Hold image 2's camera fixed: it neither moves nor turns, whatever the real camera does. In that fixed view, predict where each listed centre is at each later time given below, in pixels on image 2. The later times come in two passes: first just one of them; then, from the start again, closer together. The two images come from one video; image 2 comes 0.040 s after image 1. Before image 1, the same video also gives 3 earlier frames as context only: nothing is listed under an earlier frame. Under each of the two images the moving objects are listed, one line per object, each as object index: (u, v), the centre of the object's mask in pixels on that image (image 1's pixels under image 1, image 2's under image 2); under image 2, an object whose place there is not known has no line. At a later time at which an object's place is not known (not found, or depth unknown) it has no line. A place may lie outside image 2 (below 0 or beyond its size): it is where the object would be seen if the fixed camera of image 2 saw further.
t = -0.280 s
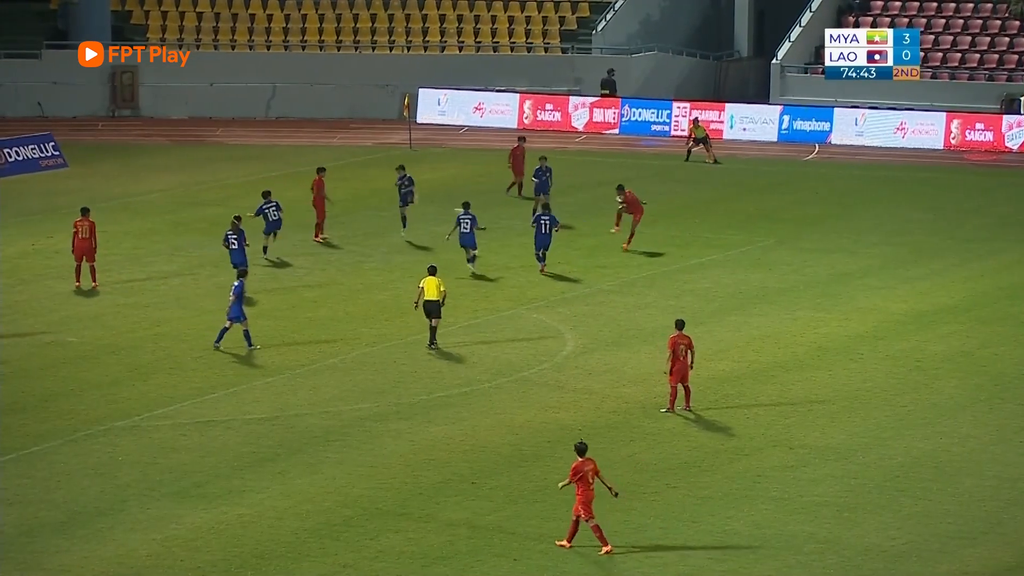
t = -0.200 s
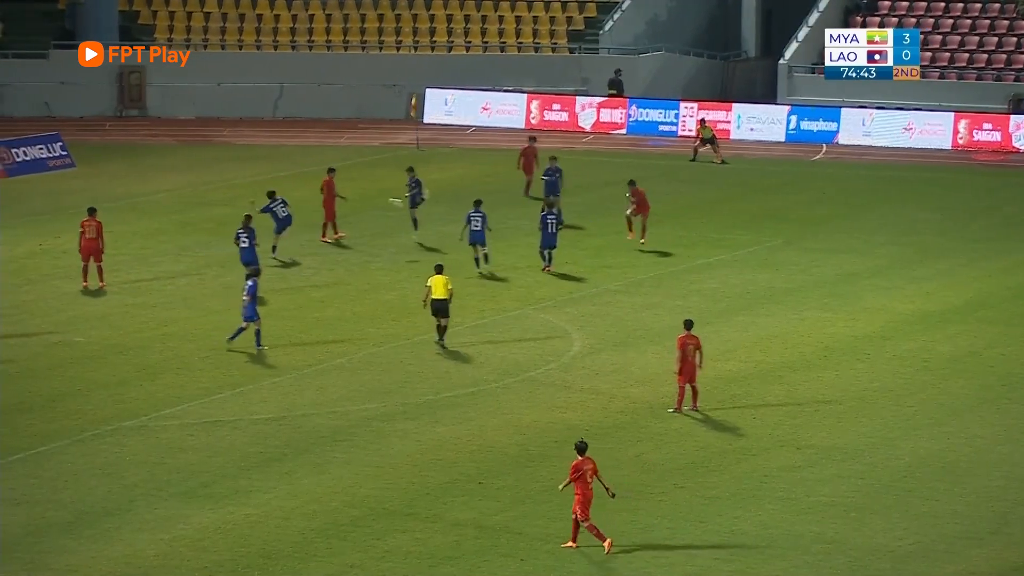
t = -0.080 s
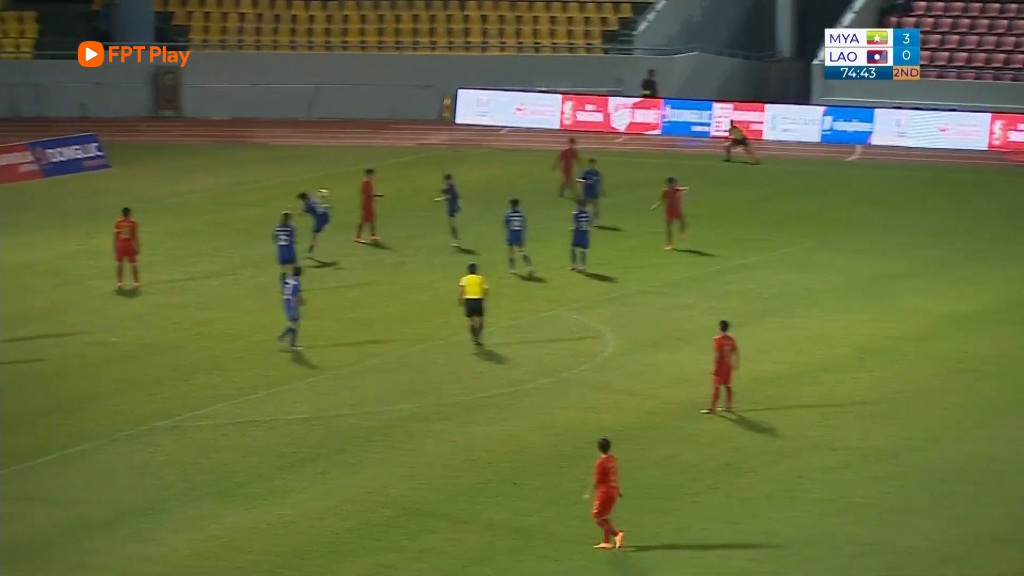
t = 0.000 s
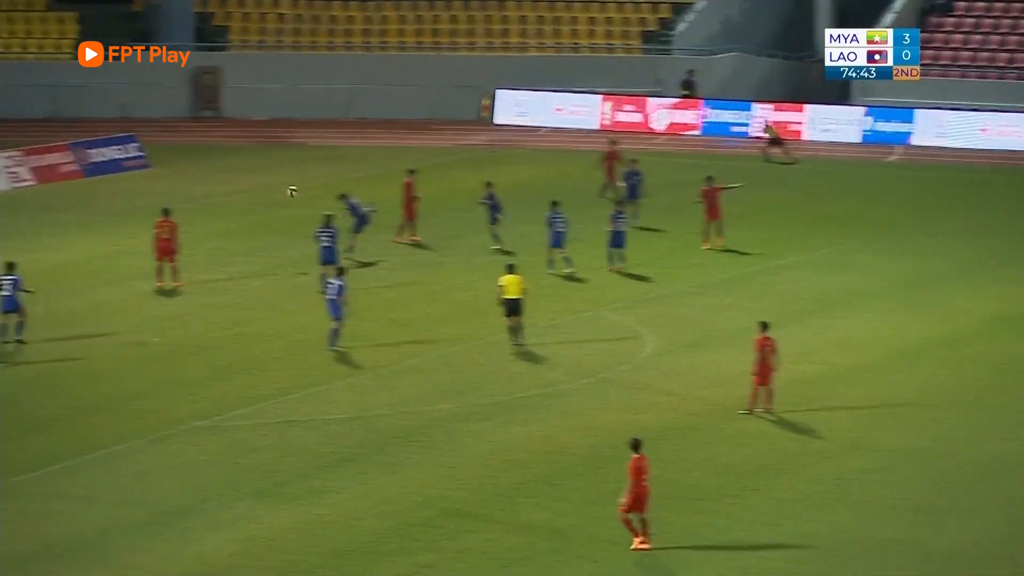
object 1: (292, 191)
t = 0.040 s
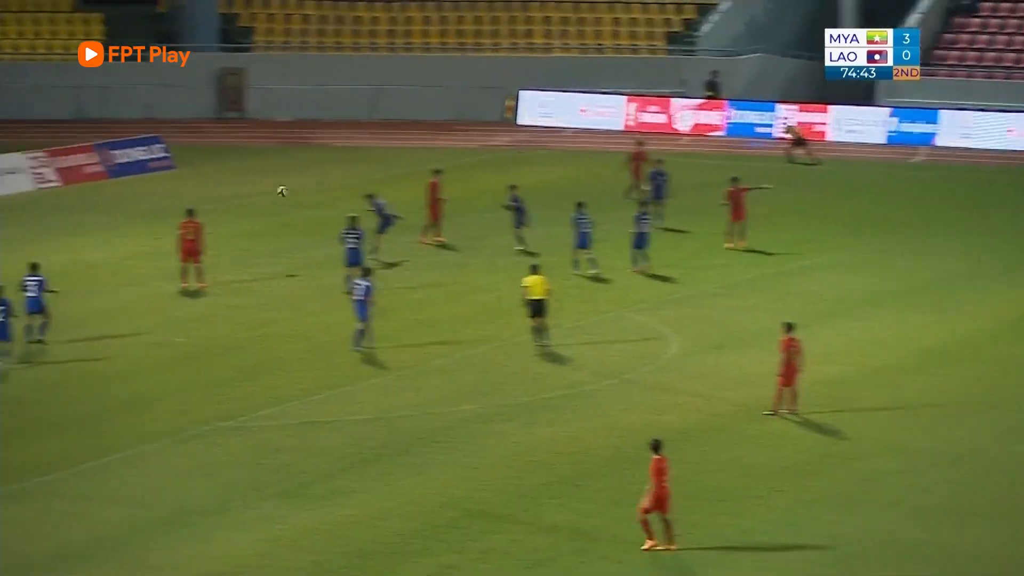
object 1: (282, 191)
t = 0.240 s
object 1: (115, 195)
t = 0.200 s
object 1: (148, 193)
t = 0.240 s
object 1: (115, 195)
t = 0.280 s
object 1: (81, 198)
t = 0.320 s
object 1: (48, 201)
